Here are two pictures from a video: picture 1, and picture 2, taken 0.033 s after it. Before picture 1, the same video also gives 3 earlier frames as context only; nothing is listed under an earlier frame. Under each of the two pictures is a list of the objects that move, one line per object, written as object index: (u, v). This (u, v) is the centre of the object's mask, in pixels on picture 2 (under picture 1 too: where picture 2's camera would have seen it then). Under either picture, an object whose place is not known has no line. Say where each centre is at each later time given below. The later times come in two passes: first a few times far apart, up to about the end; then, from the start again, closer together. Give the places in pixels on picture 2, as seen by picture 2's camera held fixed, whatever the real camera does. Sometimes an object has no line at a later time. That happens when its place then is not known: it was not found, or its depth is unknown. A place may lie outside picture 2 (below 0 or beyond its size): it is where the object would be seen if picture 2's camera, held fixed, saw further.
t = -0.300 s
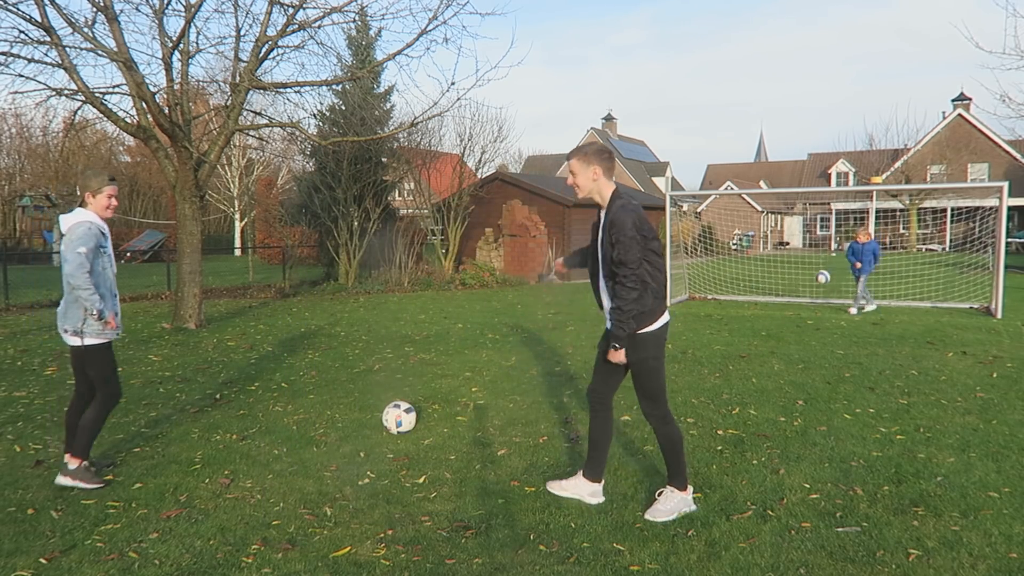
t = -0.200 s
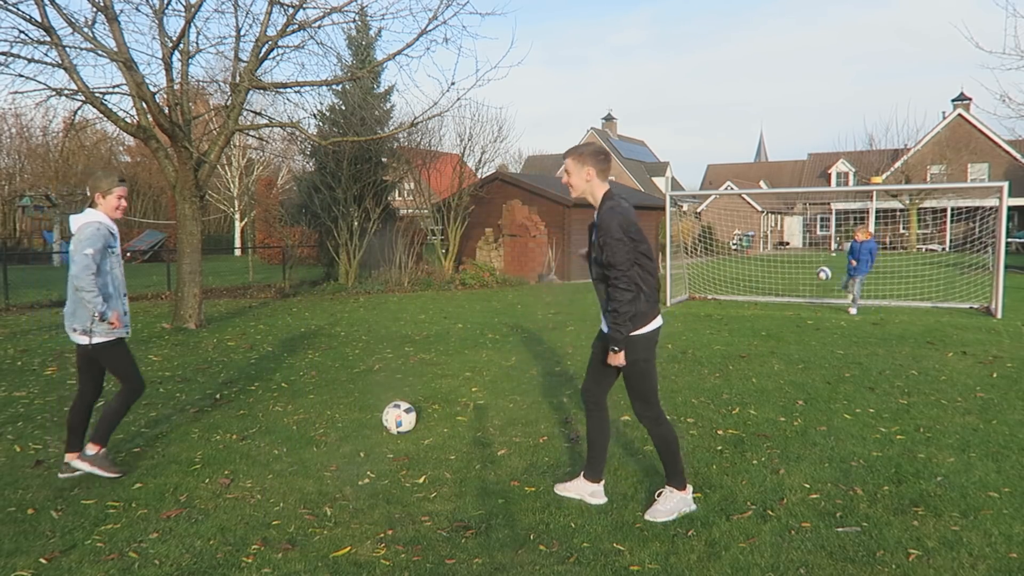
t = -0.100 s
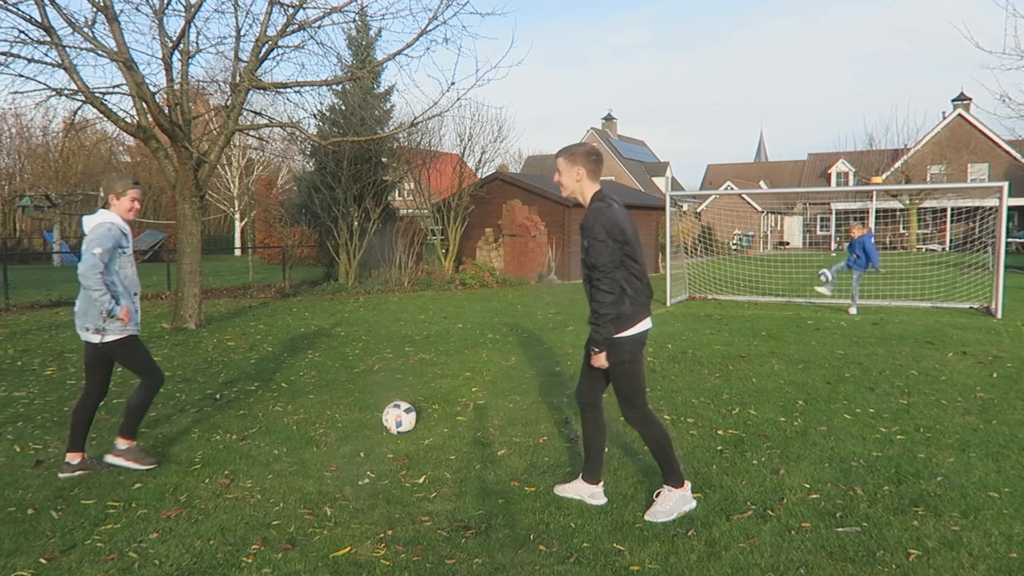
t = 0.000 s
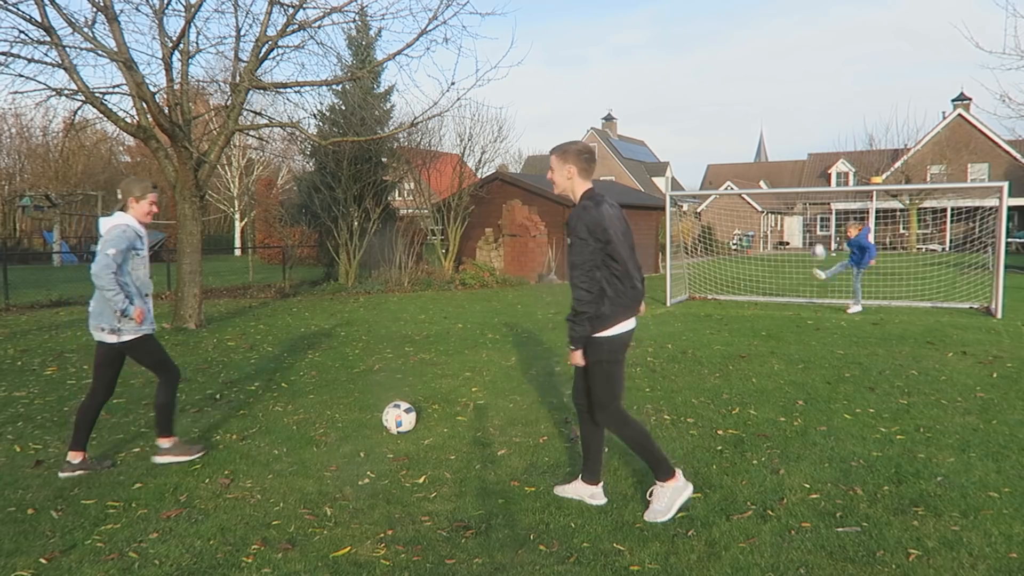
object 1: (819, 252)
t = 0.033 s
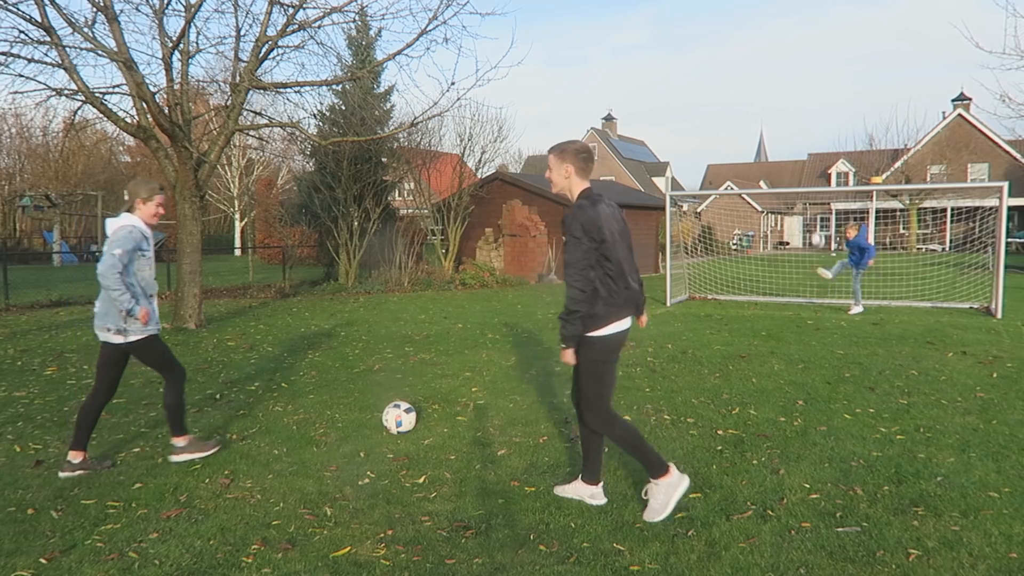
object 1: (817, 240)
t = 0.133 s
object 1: (814, 206)
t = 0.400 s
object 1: (801, 149)
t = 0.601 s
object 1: (787, 136)
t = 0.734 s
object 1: (776, 147)
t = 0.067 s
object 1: (815, 228)
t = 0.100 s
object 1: (816, 217)
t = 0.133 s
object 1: (814, 206)
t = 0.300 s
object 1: (807, 164)
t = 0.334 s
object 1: (805, 158)
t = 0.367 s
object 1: (802, 153)
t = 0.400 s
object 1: (801, 149)
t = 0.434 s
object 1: (799, 144)
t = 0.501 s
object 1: (794, 137)
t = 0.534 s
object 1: (792, 136)
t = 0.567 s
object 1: (790, 136)
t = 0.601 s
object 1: (787, 136)
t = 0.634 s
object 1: (785, 137)
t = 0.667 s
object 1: (781, 139)
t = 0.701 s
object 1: (779, 142)
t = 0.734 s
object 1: (776, 147)
